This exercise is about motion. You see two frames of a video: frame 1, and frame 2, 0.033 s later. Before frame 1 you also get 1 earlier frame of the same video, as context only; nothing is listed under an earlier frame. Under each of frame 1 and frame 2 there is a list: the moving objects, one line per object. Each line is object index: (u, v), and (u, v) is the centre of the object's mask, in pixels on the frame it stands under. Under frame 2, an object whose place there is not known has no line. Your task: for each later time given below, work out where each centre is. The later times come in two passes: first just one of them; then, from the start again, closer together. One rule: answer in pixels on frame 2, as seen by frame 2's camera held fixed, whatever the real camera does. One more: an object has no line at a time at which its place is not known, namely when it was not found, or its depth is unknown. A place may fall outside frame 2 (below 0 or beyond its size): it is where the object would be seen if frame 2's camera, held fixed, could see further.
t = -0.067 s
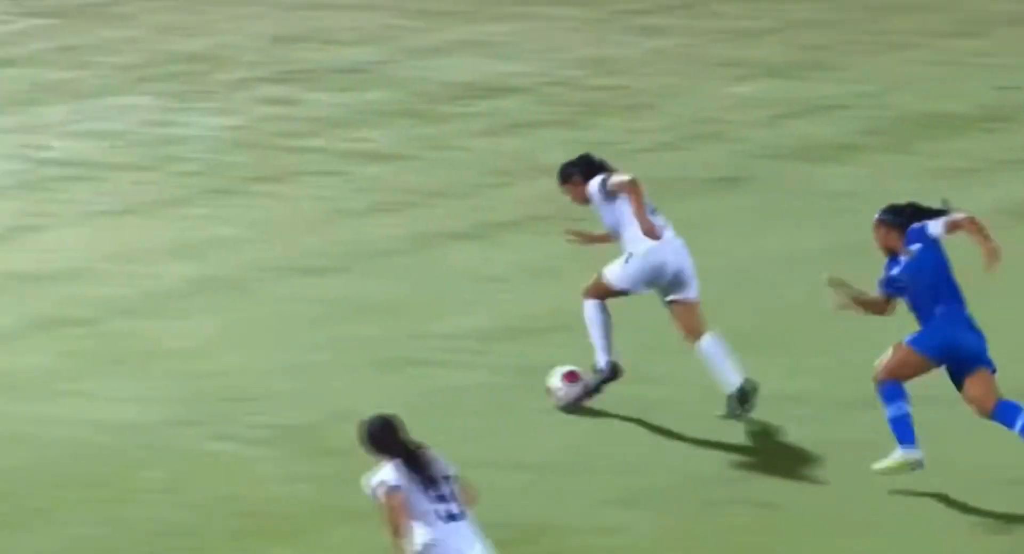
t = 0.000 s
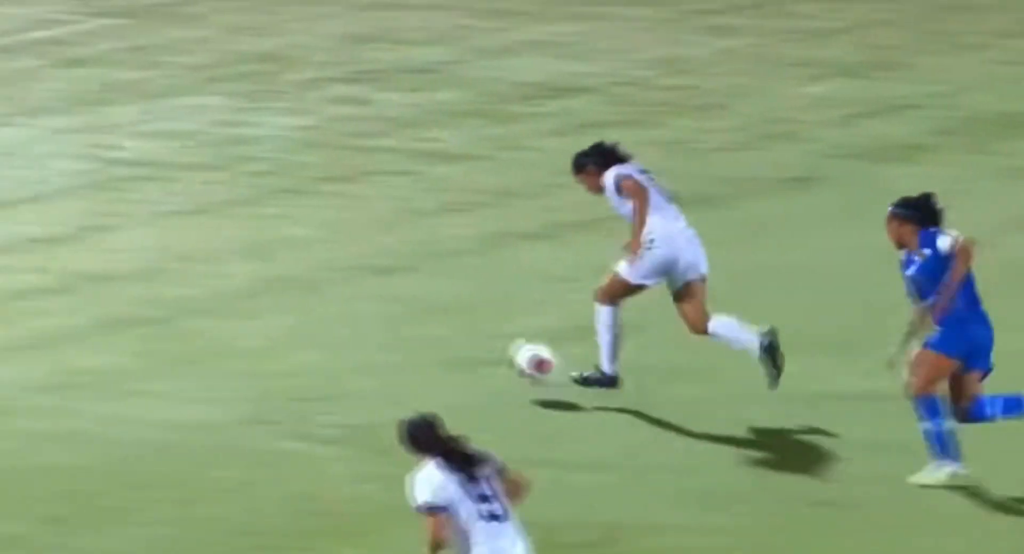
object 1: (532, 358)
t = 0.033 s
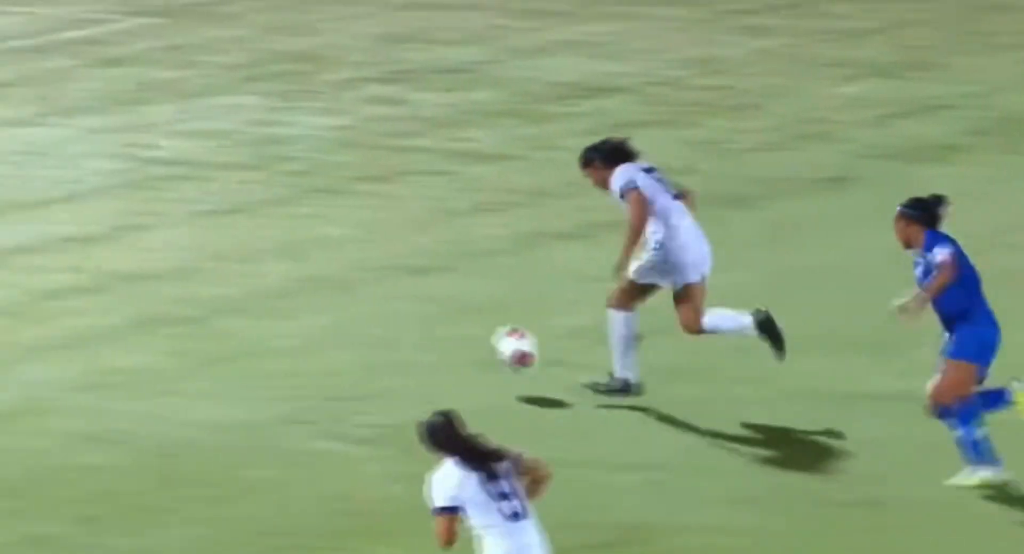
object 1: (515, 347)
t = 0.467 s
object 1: (-108, 295)
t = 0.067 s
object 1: (465, 337)
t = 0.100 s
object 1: (413, 330)
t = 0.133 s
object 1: (361, 324)
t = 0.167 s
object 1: (309, 319)
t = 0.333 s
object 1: (64, 329)
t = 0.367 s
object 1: (20, 317)
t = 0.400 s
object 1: (-22, 308)
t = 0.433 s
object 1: (-65, 301)
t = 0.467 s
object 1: (-108, 295)
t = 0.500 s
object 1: (-150, 292)
